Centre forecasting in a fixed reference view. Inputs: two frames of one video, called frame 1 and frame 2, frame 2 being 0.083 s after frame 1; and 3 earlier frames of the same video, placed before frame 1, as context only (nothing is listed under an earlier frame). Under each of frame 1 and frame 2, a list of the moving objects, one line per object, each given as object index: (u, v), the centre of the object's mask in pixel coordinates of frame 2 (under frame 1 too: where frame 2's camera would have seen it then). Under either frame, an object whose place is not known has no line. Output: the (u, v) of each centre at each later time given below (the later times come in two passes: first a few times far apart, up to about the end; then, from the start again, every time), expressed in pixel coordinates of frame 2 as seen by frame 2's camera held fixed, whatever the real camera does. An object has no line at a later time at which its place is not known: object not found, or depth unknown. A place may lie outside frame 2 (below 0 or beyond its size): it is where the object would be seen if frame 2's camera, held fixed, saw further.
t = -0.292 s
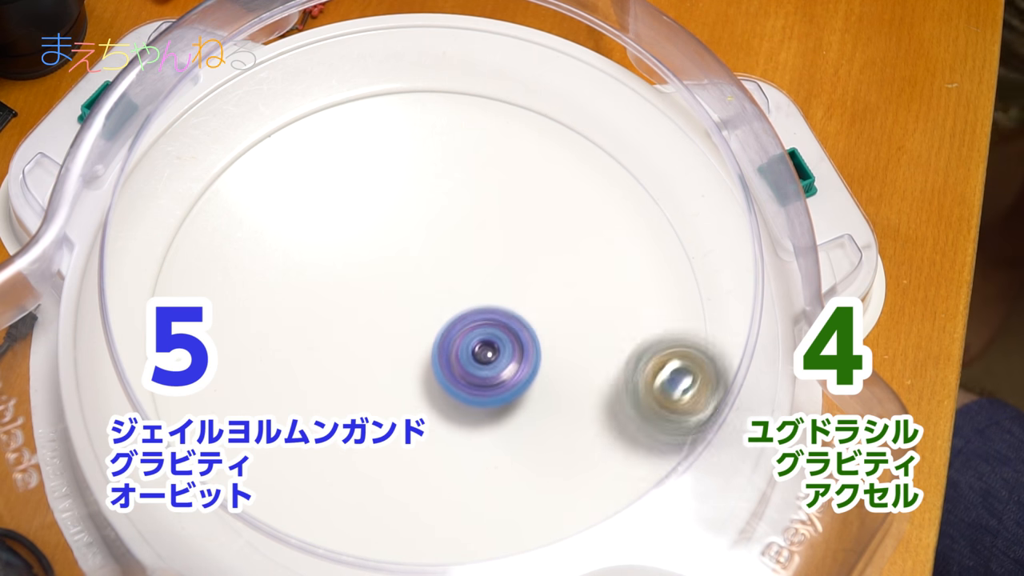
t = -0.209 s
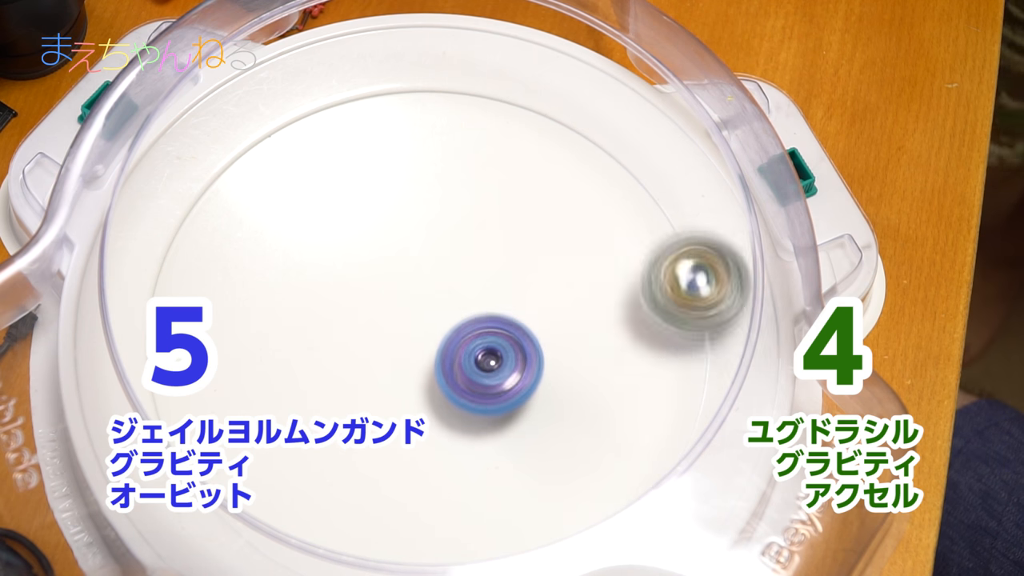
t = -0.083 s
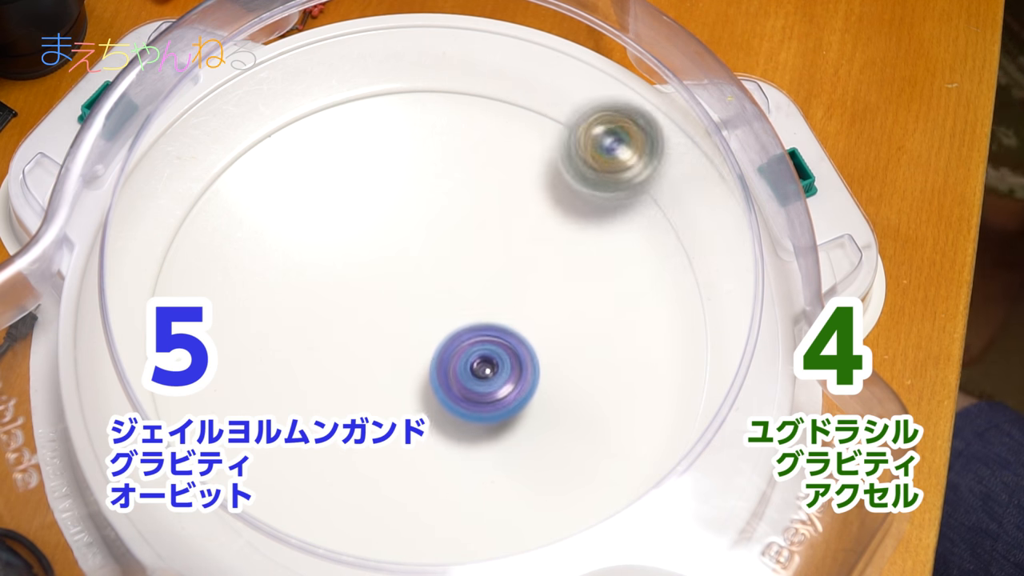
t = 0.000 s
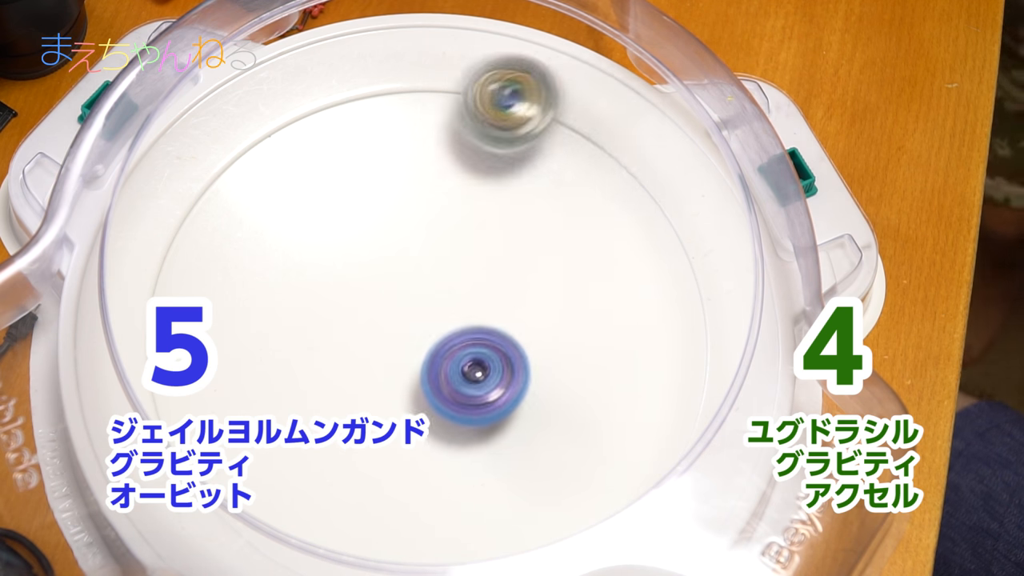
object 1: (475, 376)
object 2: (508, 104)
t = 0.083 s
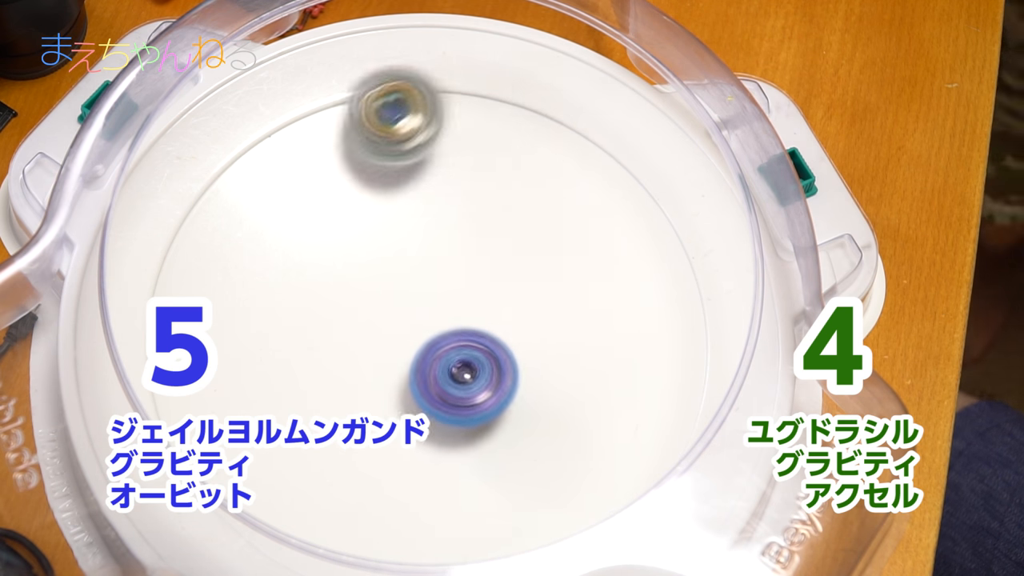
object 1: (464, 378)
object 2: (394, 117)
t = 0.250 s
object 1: (435, 378)
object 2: (246, 298)
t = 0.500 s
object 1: (389, 376)
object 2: (429, 541)
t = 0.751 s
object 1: (366, 365)
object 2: (687, 386)
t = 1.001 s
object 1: (364, 341)
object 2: (504, 175)
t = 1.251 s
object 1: (380, 300)
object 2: (213, 289)
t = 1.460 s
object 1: (391, 274)
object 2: (270, 529)
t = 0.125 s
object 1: (457, 377)
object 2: (343, 146)
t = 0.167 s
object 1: (450, 377)
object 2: (299, 187)
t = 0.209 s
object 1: (442, 378)
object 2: (264, 238)
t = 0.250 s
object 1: (435, 378)
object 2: (246, 298)
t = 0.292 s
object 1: (427, 378)
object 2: (246, 358)
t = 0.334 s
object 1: (419, 378)
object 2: (253, 391)
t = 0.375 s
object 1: (411, 378)
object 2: (285, 484)
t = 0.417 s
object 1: (404, 377)
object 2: (320, 506)
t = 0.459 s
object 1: (396, 377)
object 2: (371, 528)
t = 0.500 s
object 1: (389, 376)
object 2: (429, 541)
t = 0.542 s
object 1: (384, 375)
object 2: (486, 542)
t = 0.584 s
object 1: (378, 373)
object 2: (536, 526)
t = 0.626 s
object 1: (374, 372)
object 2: (586, 501)
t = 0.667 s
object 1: (371, 370)
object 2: (629, 470)
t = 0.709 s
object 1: (368, 368)
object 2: (669, 436)
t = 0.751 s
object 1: (366, 365)
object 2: (687, 386)
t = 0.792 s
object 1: (363, 362)
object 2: (690, 340)
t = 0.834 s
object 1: (362, 359)
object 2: (677, 291)
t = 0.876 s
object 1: (362, 354)
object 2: (649, 250)
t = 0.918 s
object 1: (362, 350)
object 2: (608, 214)
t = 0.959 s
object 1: (363, 345)
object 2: (560, 189)
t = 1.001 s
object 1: (364, 341)
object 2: (504, 175)
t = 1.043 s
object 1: (366, 335)
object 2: (447, 170)
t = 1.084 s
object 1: (370, 329)
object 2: (388, 178)
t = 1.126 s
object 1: (372, 322)
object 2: (333, 191)
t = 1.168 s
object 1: (375, 314)
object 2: (281, 217)
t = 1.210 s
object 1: (378, 307)
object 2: (235, 257)
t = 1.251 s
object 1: (380, 300)
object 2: (213, 289)
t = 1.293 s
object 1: (382, 293)
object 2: (218, 358)
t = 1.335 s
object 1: (384, 287)
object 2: (185, 397)
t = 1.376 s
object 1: (386, 281)
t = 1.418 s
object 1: (388, 277)
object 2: (229, 517)
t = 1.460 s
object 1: (391, 274)
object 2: (270, 529)
